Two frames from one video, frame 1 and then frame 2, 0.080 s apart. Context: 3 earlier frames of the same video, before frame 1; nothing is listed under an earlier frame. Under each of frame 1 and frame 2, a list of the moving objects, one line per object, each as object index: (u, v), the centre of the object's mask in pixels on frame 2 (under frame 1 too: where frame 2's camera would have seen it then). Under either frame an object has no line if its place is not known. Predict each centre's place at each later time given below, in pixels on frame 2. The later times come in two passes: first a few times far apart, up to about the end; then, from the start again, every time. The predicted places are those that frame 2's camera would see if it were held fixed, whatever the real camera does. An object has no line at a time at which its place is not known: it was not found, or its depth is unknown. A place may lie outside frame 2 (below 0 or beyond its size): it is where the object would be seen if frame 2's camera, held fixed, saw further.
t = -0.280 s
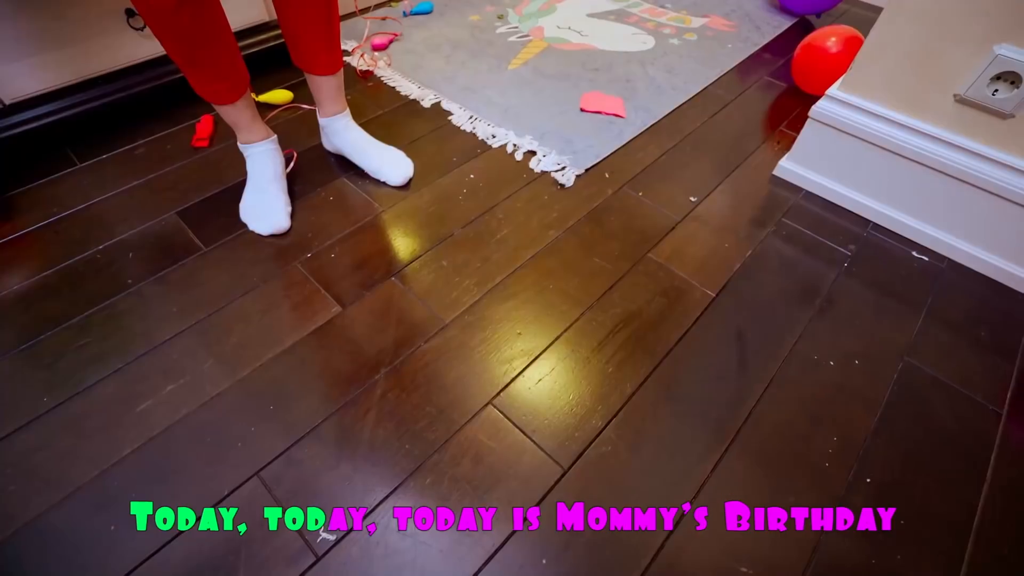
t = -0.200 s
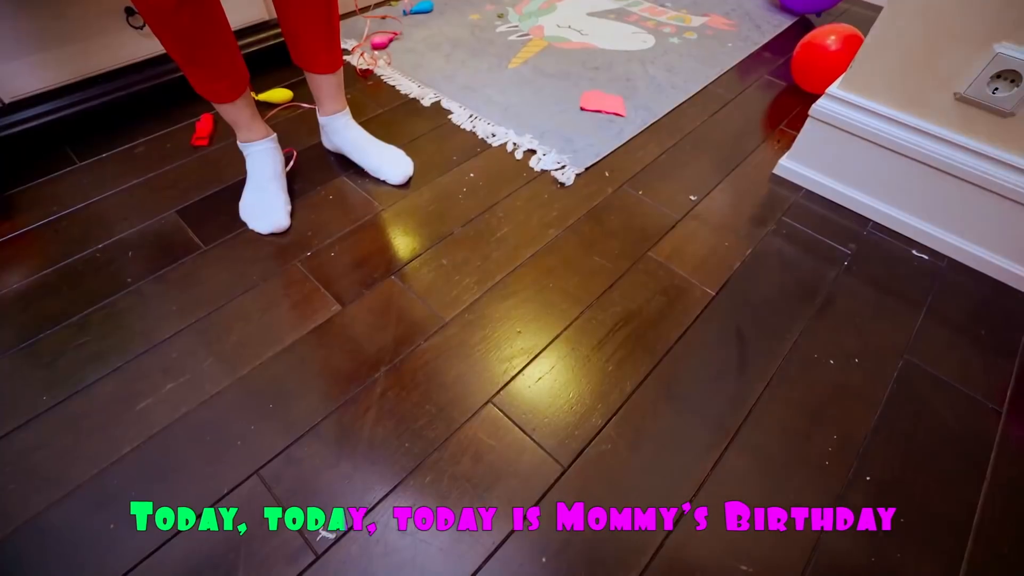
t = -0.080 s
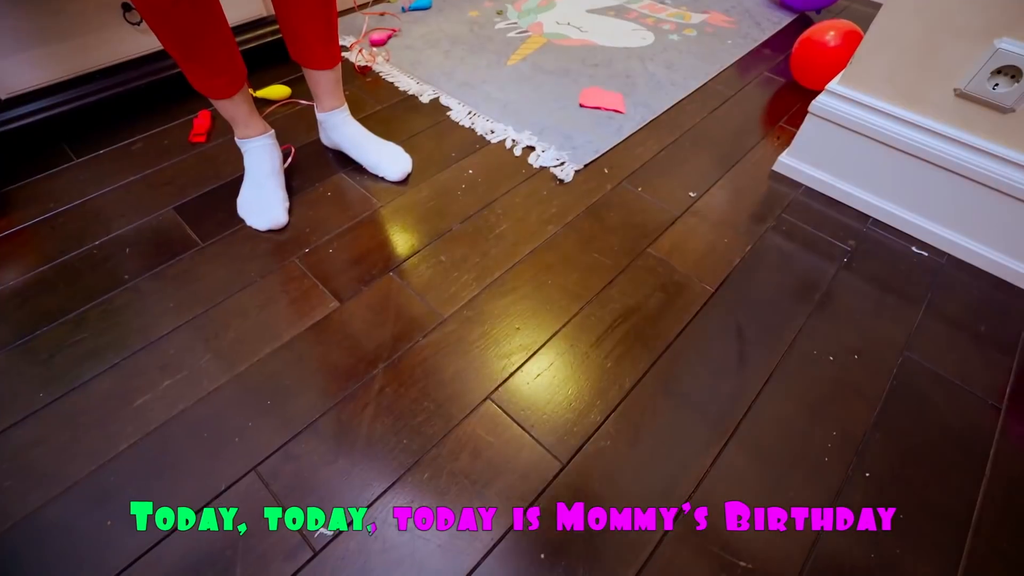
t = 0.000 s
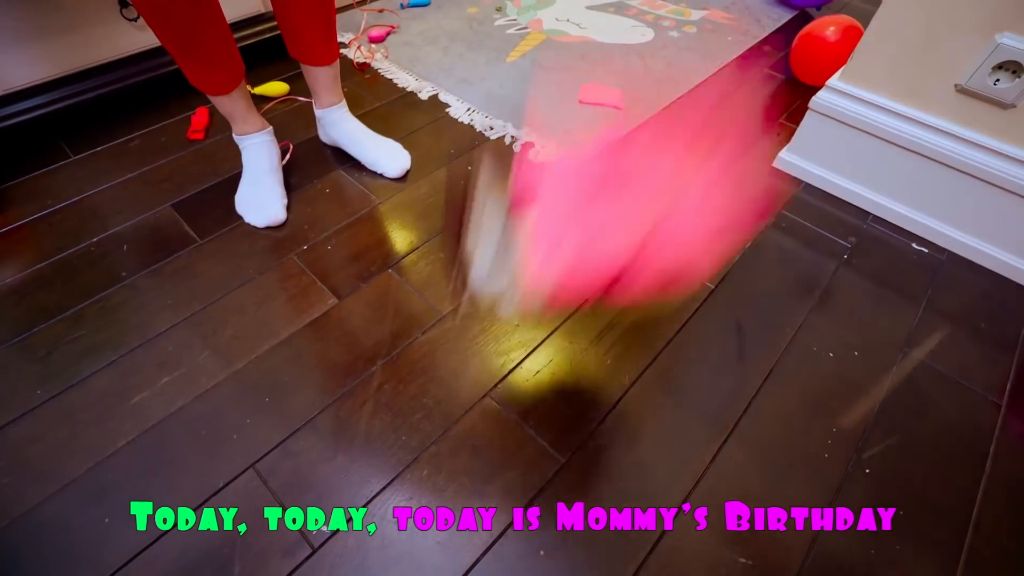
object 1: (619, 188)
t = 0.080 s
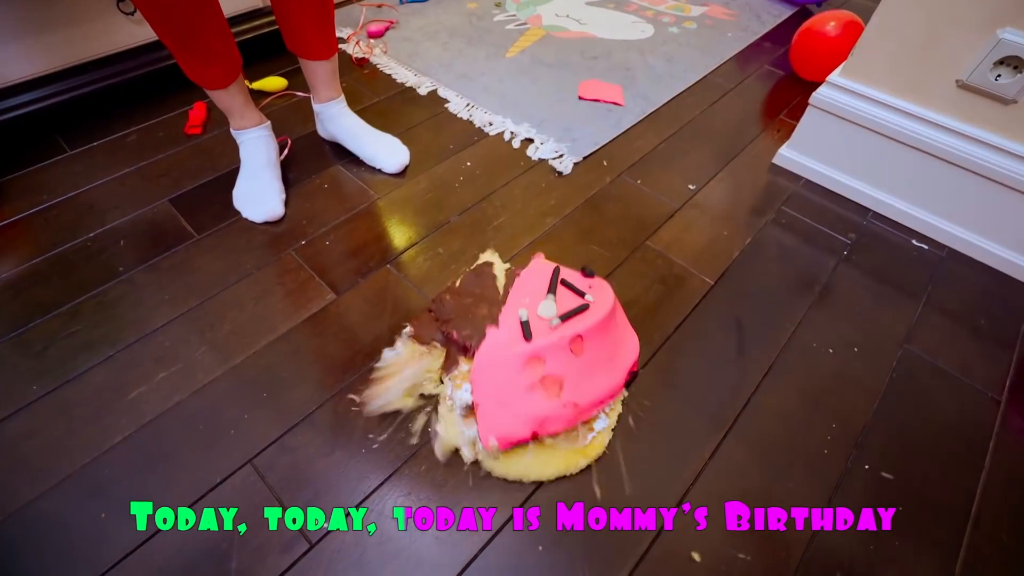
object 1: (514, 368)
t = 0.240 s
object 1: (517, 367)
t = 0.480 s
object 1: (516, 368)
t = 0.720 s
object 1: (516, 369)
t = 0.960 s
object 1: (516, 369)
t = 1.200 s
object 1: (516, 369)
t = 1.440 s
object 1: (515, 370)
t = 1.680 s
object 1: (515, 371)
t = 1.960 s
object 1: (514, 373)
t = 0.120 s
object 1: (517, 366)
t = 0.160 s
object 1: (517, 367)
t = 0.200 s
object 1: (517, 367)
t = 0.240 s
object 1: (517, 367)
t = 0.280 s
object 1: (517, 368)
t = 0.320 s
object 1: (517, 368)
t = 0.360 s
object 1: (517, 368)
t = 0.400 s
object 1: (517, 368)
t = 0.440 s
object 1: (516, 368)
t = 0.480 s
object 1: (516, 368)
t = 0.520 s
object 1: (517, 368)
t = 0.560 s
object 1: (516, 368)
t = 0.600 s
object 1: (517, 368)
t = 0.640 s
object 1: (516, 368)
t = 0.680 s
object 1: (516, 368)
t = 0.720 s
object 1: (516, 369)
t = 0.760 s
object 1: (516, 369)
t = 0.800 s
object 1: (516, 369)
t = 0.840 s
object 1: (516, 369)
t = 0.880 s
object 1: (516, 369)
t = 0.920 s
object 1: (516, 369)
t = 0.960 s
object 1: (516, 369)
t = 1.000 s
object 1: (516, 369)
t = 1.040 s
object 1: (516, 369)
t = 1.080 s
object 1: (516, 369)
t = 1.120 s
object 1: (516, 369)
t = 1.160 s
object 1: (516, 369)
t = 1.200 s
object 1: (516, 369)
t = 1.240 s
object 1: (516, 369)
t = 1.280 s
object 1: (516, 369)
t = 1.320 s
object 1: (515, 369)
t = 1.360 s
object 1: (515, 370)
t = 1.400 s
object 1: (515, 370)
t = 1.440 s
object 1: (515, 370)
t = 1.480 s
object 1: (515, 370)
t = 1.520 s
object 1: (515, 370)
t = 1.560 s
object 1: (515, 370)
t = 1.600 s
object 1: (515, 371)
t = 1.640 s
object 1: (515, 371)
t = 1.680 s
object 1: (515, 371)
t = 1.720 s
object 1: (515, 371)
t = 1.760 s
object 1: (515, 371)
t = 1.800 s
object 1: (514, 372)
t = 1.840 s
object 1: (514, 372)
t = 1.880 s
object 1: (514, 372)
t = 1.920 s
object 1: (514, 373)
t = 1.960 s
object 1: (514, 373)
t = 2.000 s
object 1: (514, 373)
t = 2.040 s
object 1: (513, 373)
